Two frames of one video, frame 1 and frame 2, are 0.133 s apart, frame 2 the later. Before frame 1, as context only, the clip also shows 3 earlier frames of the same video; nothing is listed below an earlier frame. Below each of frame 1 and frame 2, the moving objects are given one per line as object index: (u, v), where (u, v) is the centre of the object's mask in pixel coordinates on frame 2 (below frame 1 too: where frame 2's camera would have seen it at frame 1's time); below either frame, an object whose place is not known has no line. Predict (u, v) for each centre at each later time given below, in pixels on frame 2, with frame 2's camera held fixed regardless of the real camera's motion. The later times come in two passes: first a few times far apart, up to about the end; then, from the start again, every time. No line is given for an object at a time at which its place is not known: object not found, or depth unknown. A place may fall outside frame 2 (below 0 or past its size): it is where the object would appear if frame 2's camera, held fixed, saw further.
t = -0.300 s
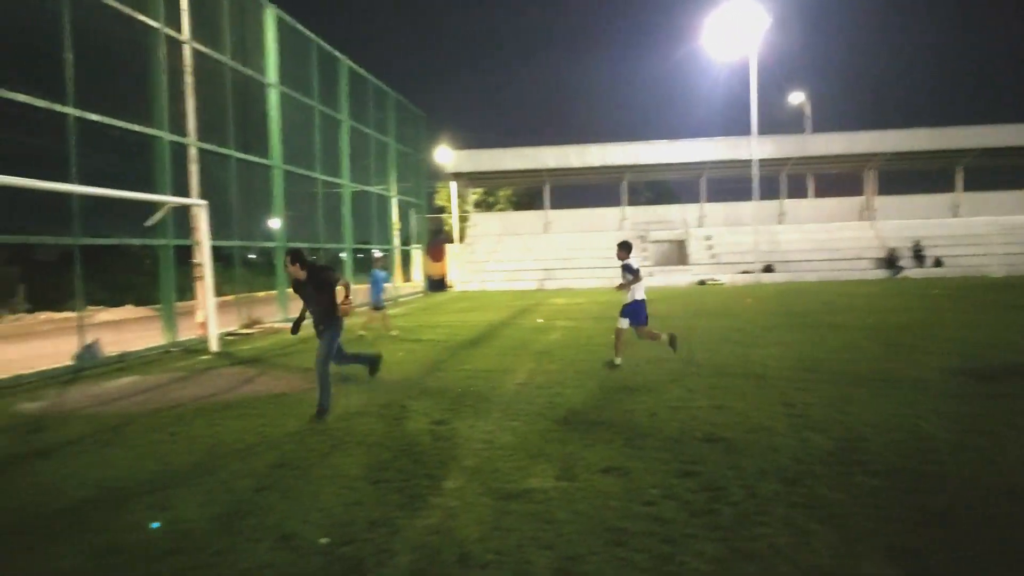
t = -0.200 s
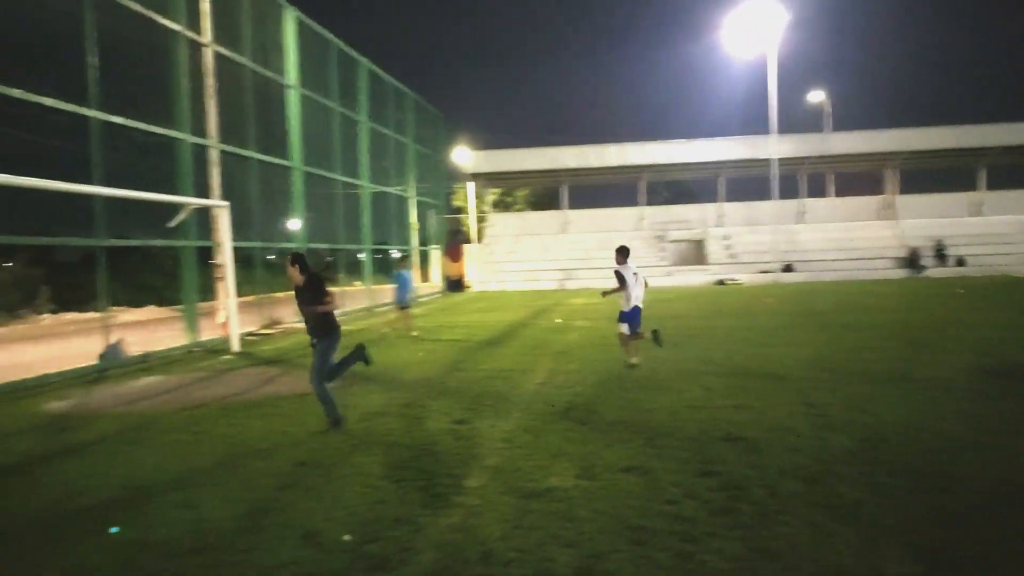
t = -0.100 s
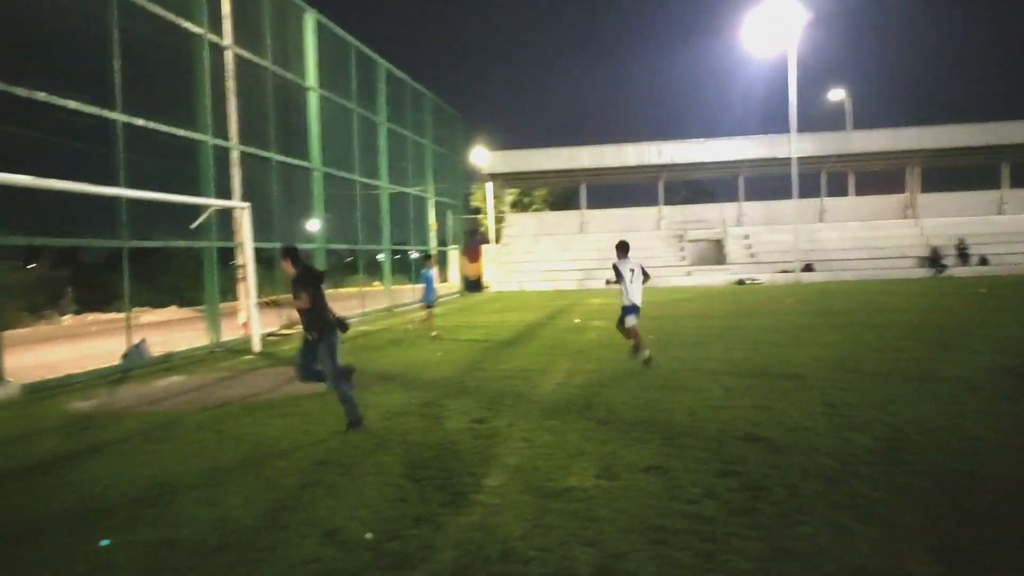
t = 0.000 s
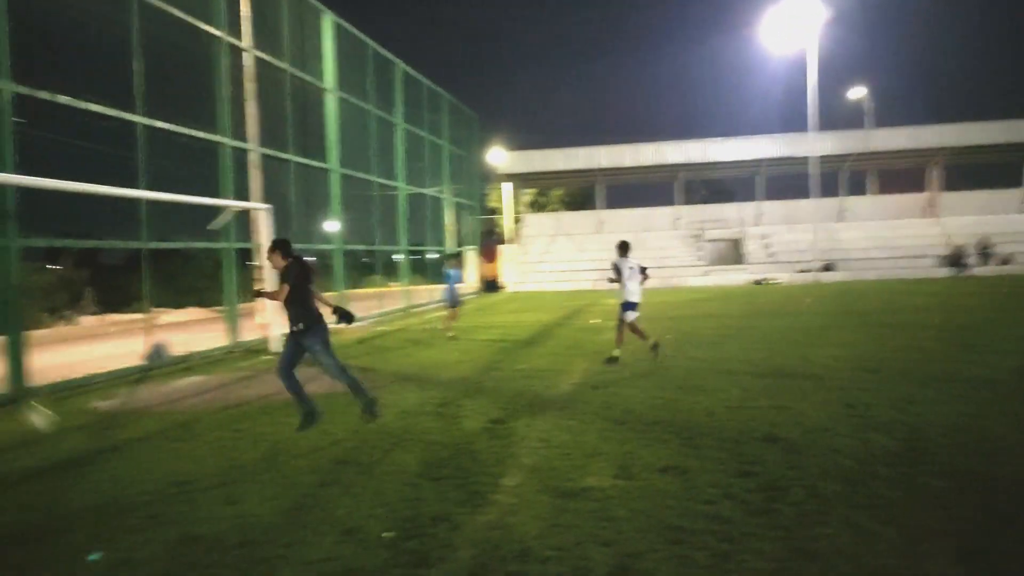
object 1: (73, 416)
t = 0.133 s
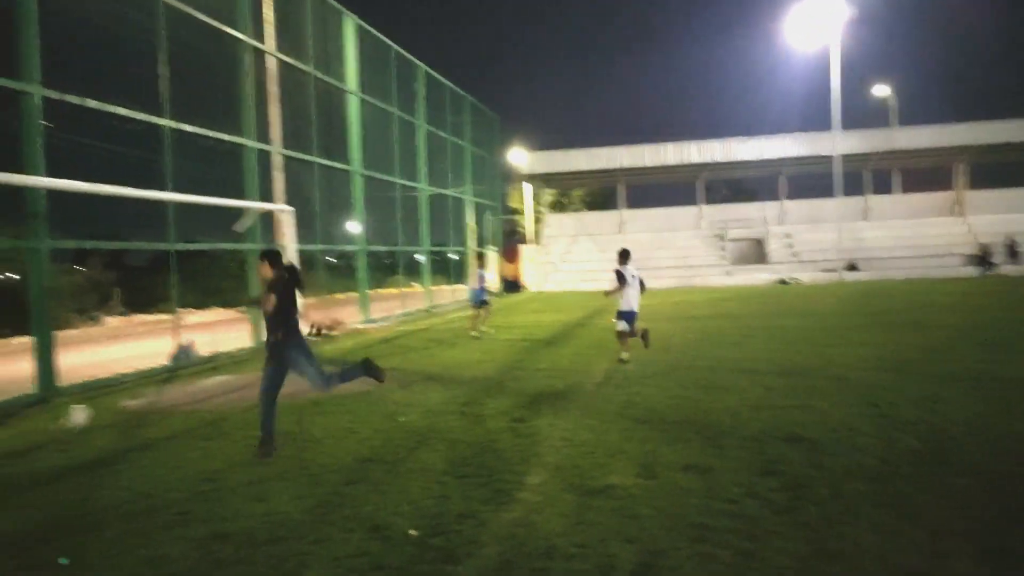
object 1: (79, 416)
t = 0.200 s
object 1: (79, 412)
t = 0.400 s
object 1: (93, 432)
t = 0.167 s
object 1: (80, 413)
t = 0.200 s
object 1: (79, 412)
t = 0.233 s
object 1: (82, 412)
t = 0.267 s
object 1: (83, 414)
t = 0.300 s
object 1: (87, 416)
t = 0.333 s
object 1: (89, 420)
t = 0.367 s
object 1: (90, 426)
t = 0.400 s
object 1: (93, 432)
